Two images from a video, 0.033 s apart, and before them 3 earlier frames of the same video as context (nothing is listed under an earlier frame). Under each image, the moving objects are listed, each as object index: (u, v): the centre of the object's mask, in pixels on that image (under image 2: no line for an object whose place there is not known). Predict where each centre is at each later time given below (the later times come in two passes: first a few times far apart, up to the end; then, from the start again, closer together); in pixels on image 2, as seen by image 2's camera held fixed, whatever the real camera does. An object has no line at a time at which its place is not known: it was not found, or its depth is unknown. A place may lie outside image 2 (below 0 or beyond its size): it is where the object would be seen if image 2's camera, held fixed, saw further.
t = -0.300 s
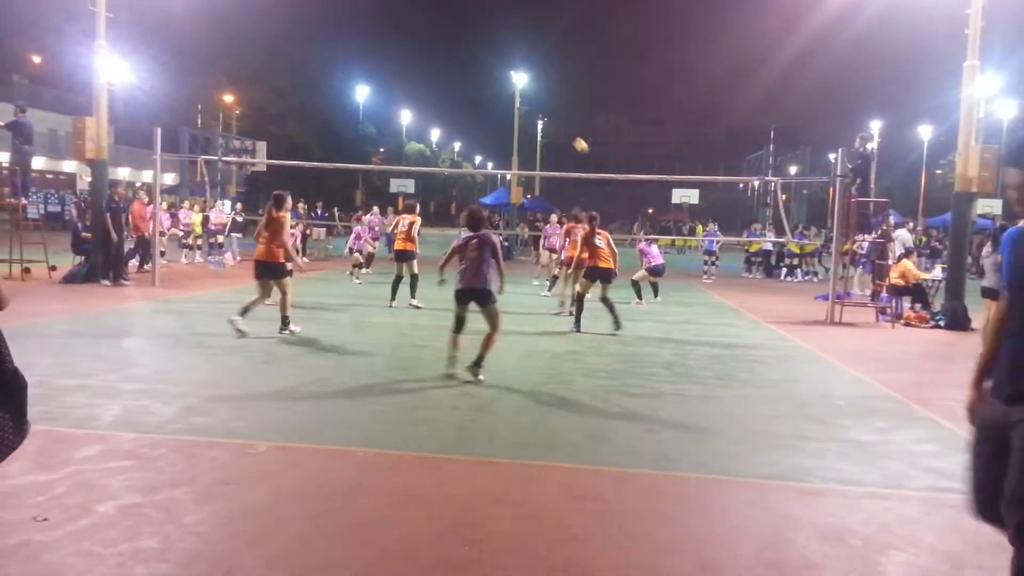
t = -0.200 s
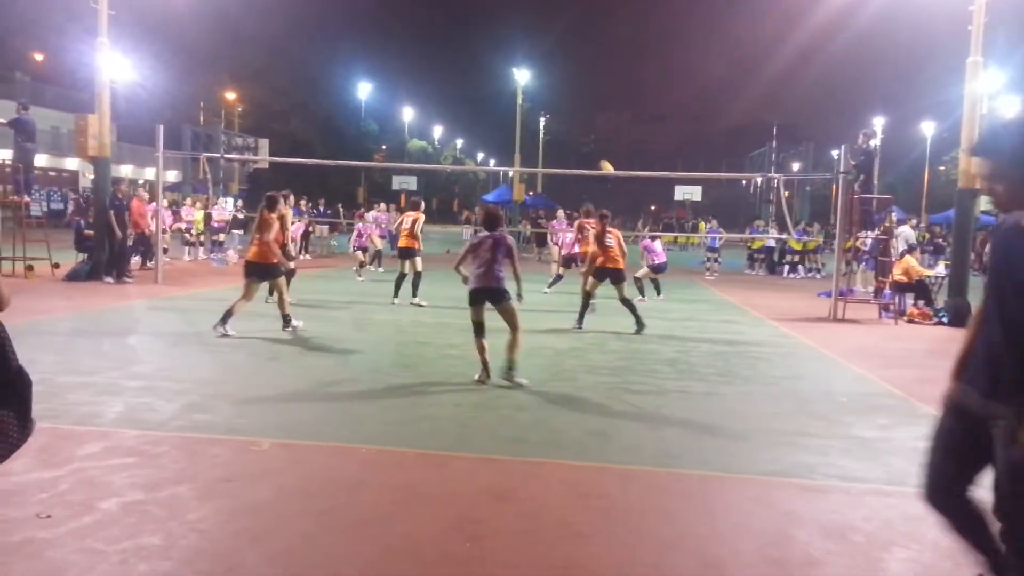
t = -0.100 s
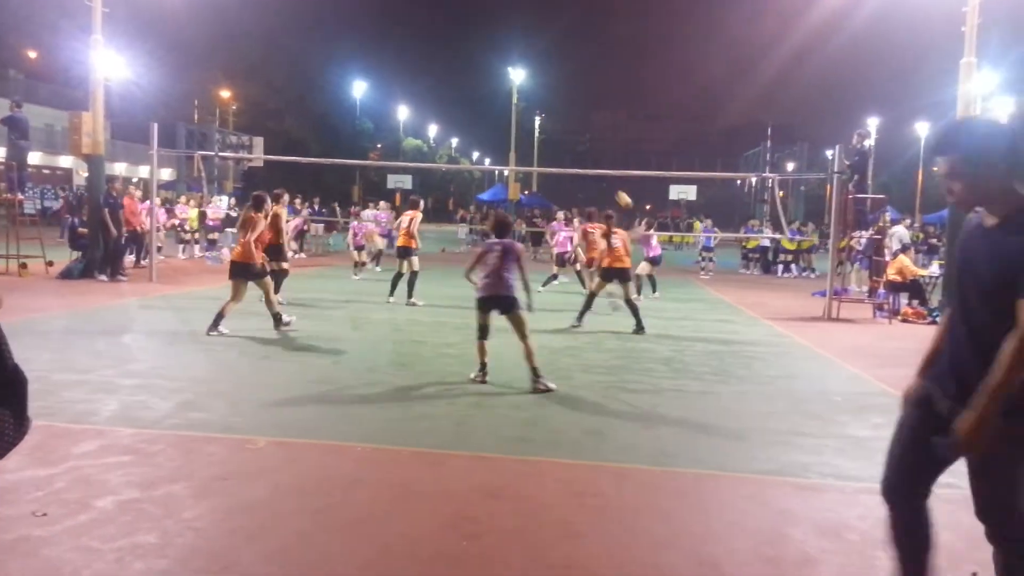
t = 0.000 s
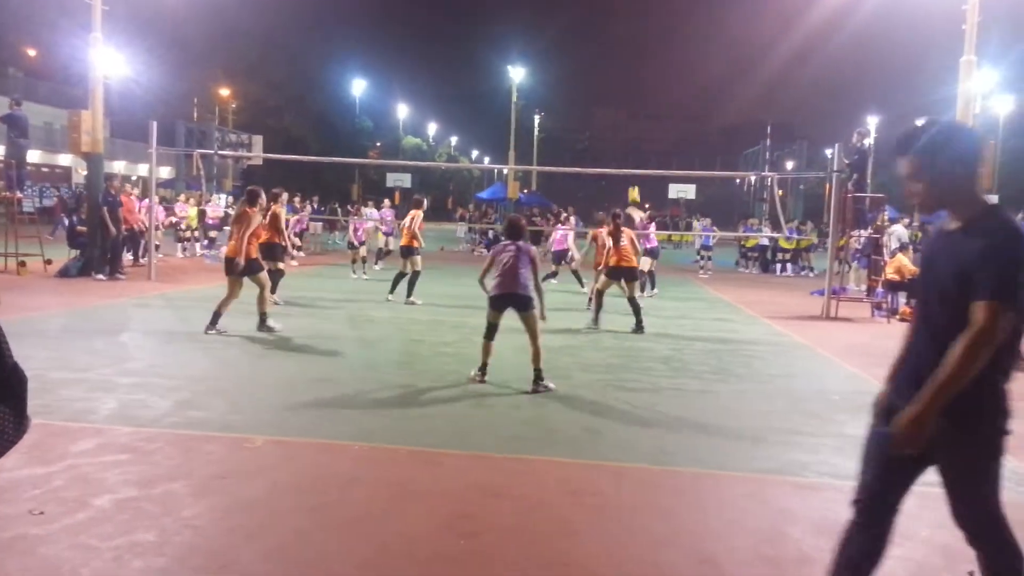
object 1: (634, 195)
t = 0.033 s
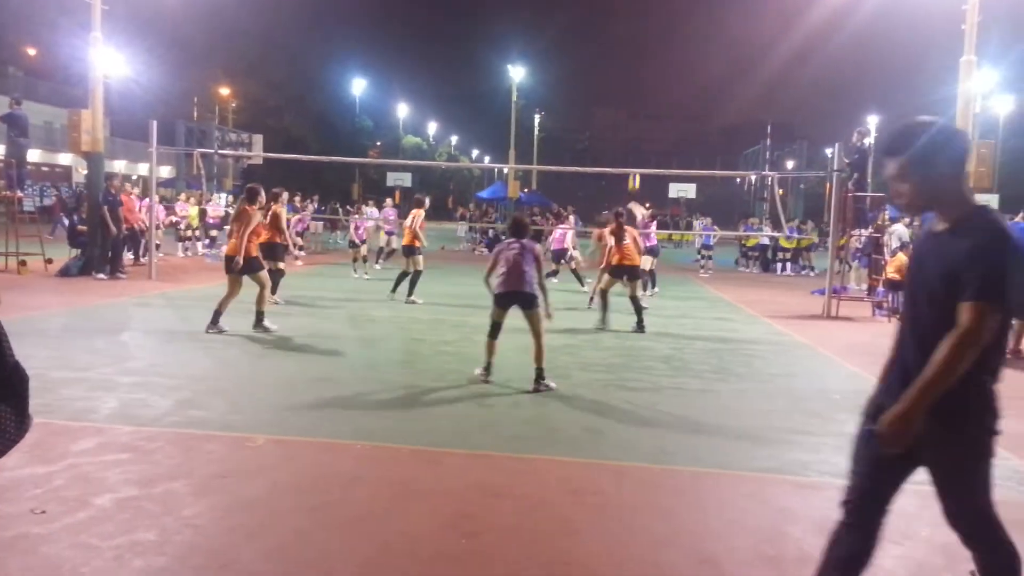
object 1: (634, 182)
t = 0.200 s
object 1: (632, 126)
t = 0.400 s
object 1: (630, 72)
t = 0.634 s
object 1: (626, 33)
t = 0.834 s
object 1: (621, 29)
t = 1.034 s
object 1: (612, 63)
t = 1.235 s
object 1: (598, 148)
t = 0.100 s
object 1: (633, 159)
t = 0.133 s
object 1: (633, 146)
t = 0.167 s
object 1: (633, 136)
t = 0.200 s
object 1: (632, 126)
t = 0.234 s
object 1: (632, 116)
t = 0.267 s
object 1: (632, 106)
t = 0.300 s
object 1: (631, 97)
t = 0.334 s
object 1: (631, 87)
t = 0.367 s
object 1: (630, 79)
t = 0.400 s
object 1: (630, 72)
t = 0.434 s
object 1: (629, 64)
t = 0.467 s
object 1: (629, 57)
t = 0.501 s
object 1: (629, 51)
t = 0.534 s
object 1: (628, 46)
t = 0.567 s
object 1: (627, 41)
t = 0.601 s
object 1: (627, 37)
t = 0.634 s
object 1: (626, 33)
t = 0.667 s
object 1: (625, 30)
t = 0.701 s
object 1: (624, 29)
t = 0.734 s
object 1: (623, 28)
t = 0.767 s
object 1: (621, 27)
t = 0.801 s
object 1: (621, 28)
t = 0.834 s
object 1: (621, 29)
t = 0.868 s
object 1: (620, 32)
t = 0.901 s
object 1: (618, 36)
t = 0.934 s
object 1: (617, 40)
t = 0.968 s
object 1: (615, 47)
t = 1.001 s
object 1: (613, 55)
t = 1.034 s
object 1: (612, 63)
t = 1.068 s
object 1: (611, 74)
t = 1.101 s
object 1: (608, 85)
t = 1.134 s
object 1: (605, 97)
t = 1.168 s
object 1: (603, 115)
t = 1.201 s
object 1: (601, 129)
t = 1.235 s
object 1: (598, 148)
